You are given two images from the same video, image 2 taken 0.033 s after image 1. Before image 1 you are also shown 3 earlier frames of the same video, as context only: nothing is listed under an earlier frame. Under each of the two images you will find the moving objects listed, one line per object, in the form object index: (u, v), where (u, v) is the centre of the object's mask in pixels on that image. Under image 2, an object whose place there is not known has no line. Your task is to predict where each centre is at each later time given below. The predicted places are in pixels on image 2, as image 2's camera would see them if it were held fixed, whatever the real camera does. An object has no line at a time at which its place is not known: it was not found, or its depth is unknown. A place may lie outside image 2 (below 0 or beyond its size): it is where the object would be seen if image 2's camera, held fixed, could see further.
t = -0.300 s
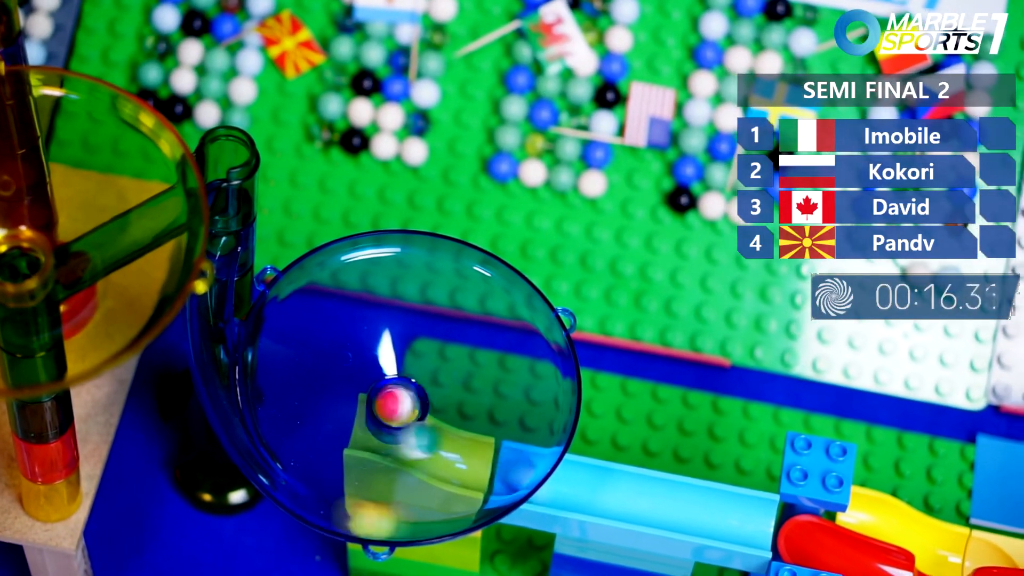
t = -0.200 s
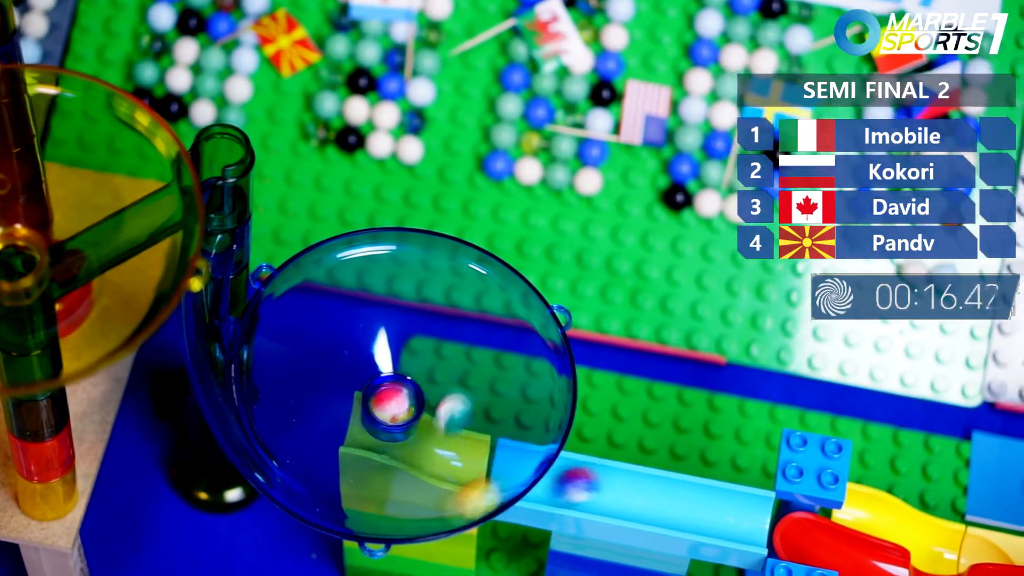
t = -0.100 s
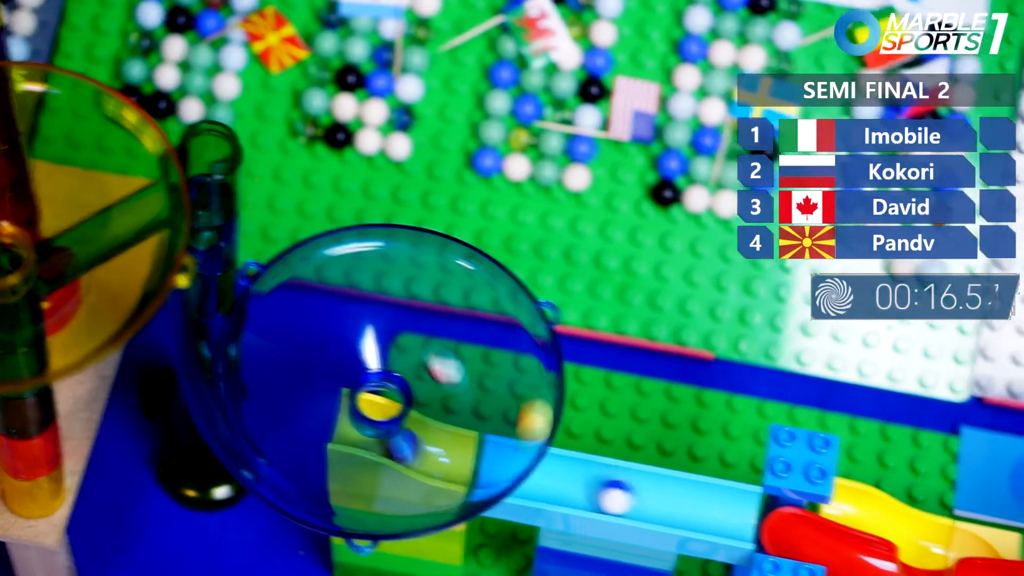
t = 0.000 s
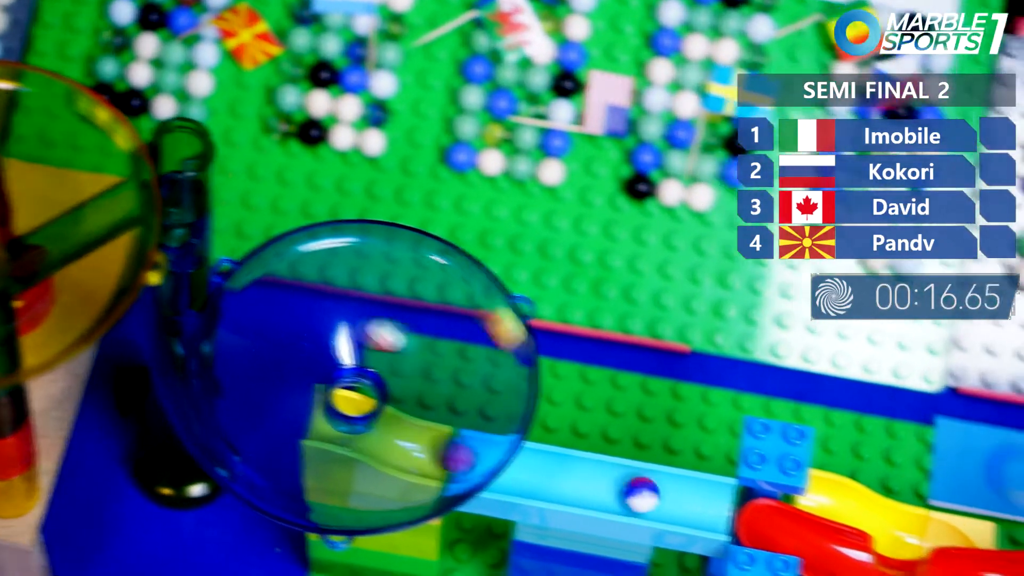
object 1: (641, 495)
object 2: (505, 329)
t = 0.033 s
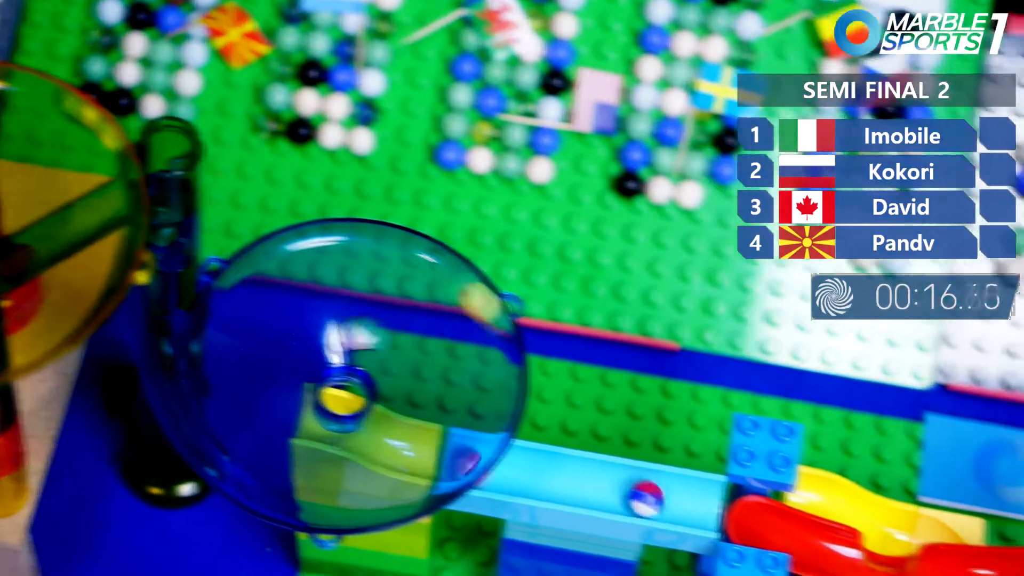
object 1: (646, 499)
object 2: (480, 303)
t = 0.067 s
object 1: (661, 504)
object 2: (461, 283)
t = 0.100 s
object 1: (676, 505)
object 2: (438, 267)
